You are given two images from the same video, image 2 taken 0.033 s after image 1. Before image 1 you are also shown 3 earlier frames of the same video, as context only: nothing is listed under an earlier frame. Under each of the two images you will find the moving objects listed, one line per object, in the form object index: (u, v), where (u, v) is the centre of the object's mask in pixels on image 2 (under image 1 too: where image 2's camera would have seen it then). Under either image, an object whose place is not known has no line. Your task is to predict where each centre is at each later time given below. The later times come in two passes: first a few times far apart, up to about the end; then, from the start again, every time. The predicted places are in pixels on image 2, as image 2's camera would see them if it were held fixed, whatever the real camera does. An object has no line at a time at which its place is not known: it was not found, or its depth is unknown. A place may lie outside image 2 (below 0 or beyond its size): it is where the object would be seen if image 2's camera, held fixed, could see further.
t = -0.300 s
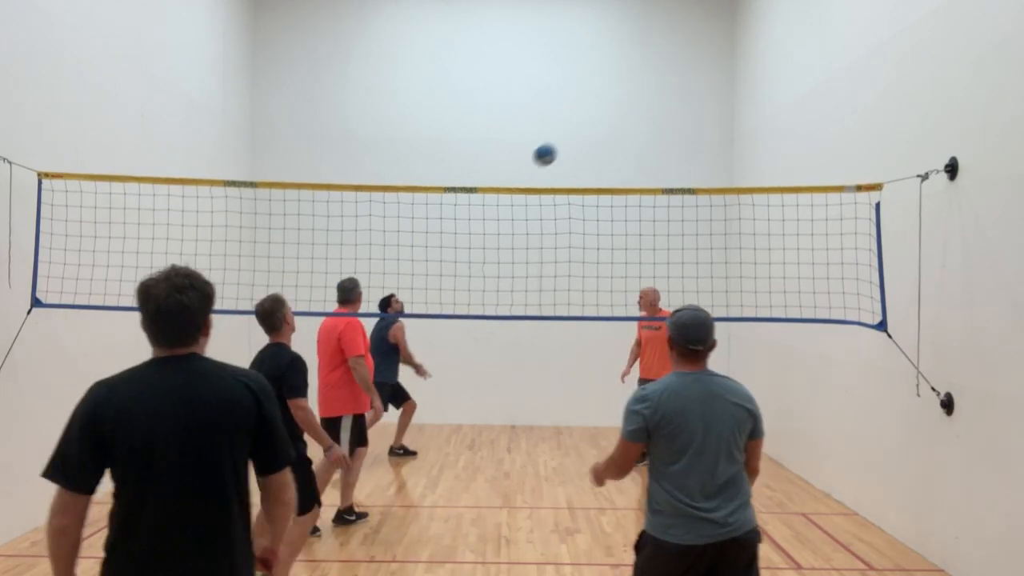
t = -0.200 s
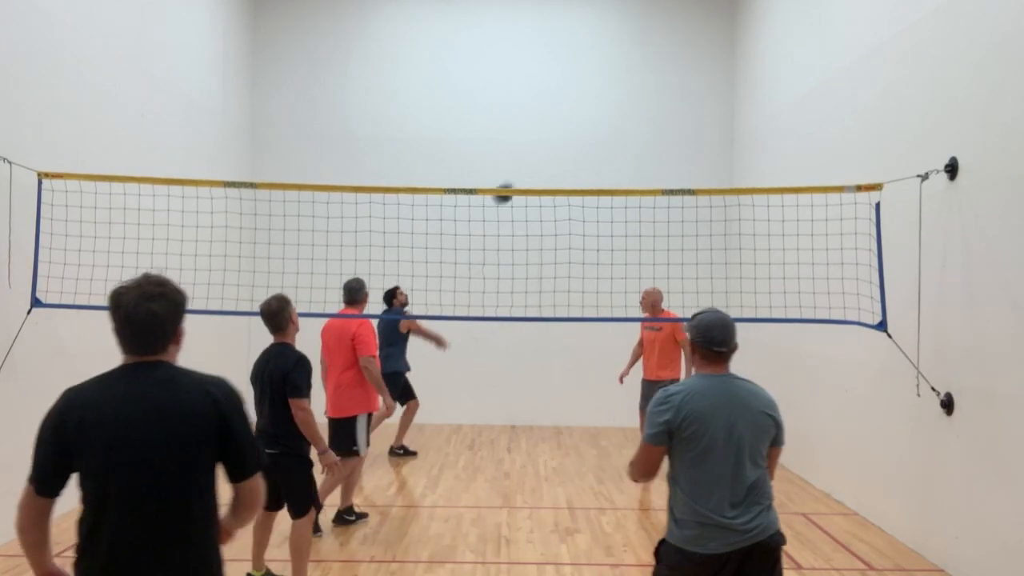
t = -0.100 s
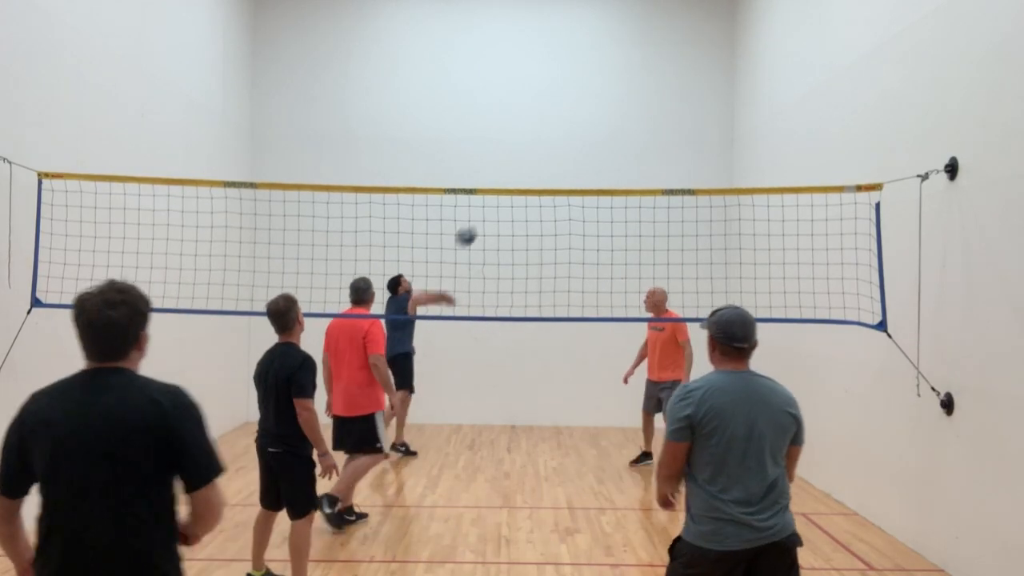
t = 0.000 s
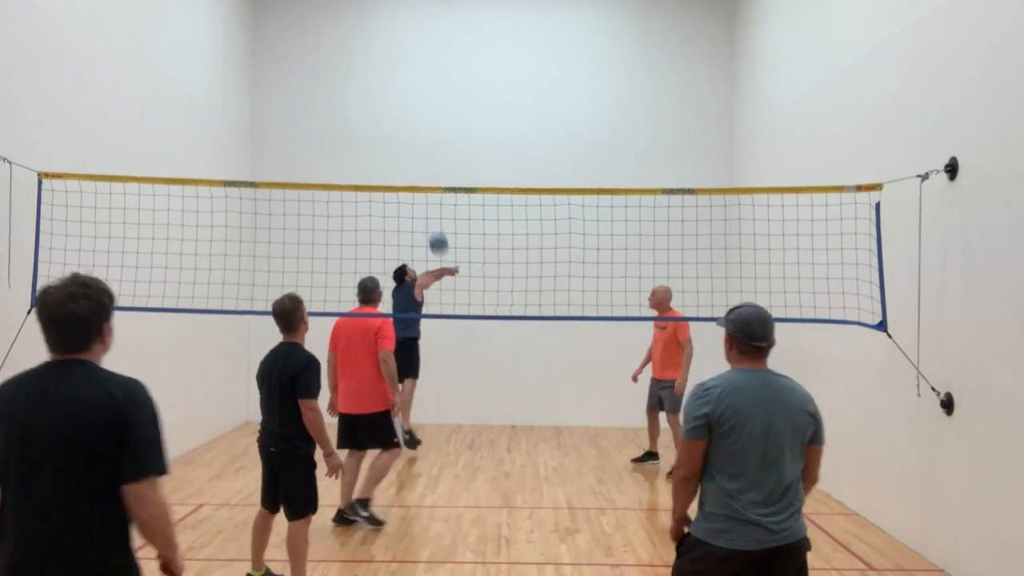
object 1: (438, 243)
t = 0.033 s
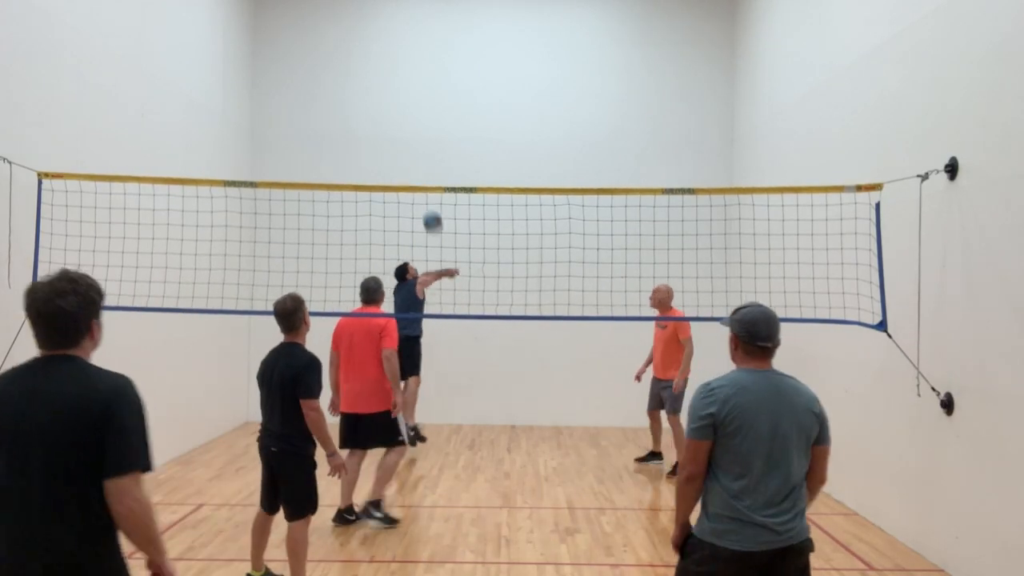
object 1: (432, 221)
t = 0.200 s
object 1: (402, 131)
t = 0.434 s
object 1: (359, 49)
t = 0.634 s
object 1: (321, 16)
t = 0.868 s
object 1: (275, 24)
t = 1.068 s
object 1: (237, 71)
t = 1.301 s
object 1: (211, 158)
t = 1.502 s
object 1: (238, 238)
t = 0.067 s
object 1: (426, 202)
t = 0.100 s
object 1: (420, 179)
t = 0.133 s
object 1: (415, 165)
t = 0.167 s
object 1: (409, 148)
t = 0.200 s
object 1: (402, 131)
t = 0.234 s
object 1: (396, 117)
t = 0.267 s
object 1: (390, 103)
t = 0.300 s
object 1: (384, 90)
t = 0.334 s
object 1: (377, 78)
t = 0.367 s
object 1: (371, 67)
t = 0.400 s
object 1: (365, 58)
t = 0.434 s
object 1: (359, 49)
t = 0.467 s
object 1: (353, 41)
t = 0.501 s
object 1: (346, 33)
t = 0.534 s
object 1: (339, 27)
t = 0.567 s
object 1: (333, 23)
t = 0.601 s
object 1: (327, 19)
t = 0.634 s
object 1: (321, 16)
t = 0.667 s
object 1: (314, 14)
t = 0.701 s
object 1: (308, 13)
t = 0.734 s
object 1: (301, 14)
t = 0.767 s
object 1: (295, 15)
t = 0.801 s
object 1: (288, 17)
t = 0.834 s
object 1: (282, 20)
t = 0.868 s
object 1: (275, 24)
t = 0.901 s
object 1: (269, 30)
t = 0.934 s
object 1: (263, 36)
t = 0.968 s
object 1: (256, 43)
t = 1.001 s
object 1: (250, 52)
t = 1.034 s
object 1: (243, 61)
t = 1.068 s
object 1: (237, 71)
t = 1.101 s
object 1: (230, 83)
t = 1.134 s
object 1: (224, 95)
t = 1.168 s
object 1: (218, 109)
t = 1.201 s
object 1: (211, 124)
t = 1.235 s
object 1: (204, 140)
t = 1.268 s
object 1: (207, 149)
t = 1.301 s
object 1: (211, 158)
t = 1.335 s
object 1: (216, 168)
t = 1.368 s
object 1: (220, 175)
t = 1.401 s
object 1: (225, 195)
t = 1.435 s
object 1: (229, 207)
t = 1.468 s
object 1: (234, 221)
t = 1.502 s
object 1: (238, 238)
